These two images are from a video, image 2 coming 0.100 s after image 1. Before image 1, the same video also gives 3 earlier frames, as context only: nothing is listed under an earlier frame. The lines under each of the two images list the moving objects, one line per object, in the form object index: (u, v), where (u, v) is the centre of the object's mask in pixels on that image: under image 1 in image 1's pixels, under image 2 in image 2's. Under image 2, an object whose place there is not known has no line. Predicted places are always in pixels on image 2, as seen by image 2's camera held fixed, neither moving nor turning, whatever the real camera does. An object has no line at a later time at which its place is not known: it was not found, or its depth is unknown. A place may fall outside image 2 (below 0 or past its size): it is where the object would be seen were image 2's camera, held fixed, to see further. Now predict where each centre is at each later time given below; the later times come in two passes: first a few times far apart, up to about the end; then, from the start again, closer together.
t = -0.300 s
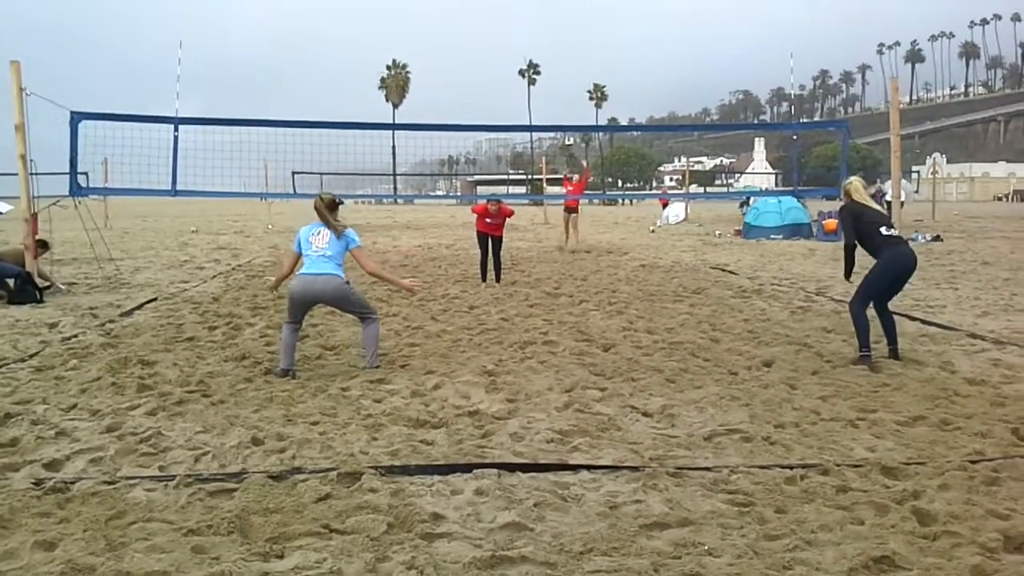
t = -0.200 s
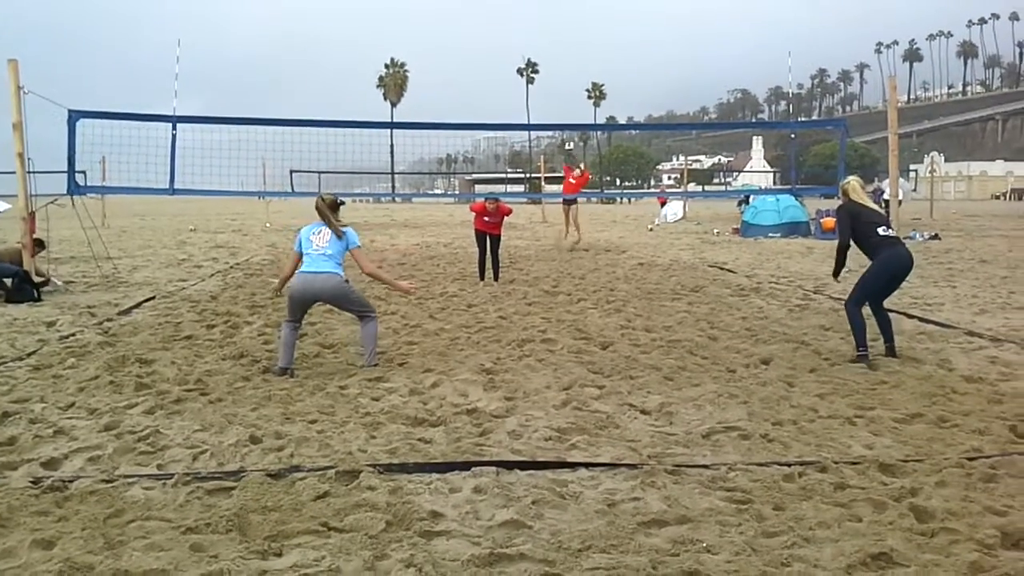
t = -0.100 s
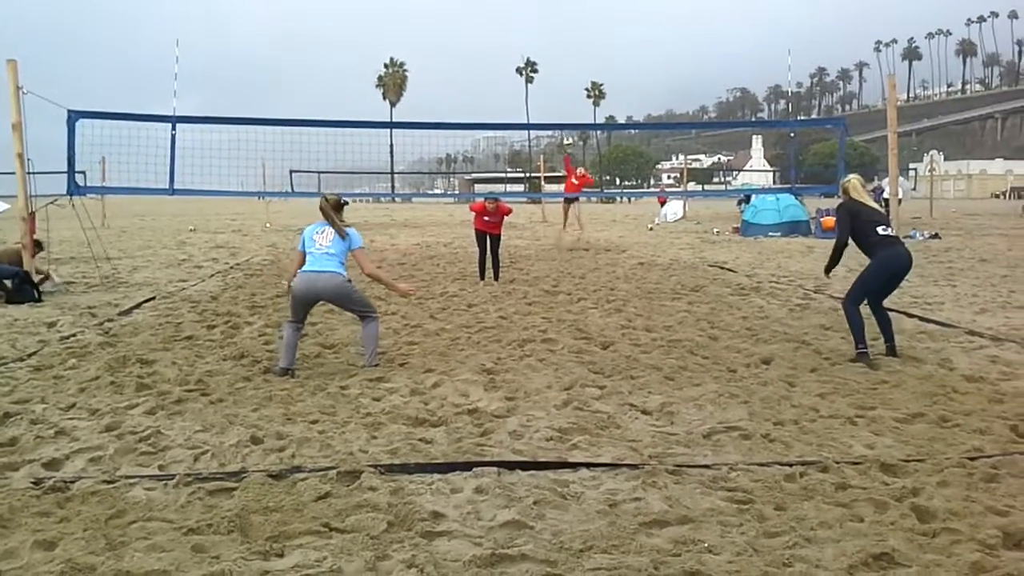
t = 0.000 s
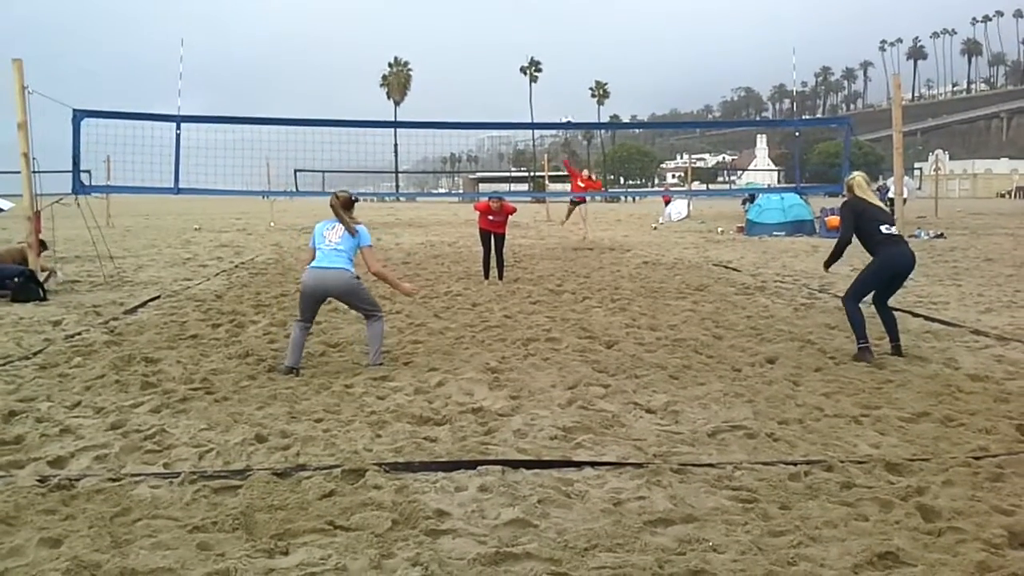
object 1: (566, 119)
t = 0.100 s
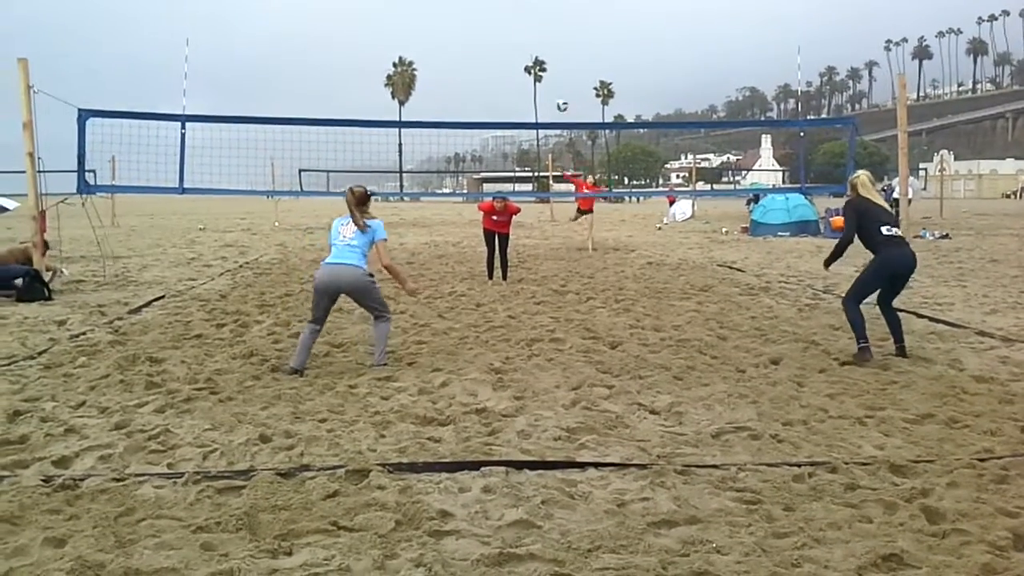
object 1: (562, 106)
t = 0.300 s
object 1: (542, 82)
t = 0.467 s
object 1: (522, 74)
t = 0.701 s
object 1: (492, 93)
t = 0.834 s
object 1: (468, 128)
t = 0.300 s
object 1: (542, 82)
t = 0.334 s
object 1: (538, 78)
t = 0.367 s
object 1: (535, 76)
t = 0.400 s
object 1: (530, 73)
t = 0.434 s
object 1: (526, 74)
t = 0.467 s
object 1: (522, 74)
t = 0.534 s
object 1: (514, 74)
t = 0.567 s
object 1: (510, 76)
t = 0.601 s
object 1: (506, 79)
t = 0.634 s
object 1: (501, 82)
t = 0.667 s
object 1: (497, 87)
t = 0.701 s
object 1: (492, 93)
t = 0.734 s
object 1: (487, 99)
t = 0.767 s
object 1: (481, 108)
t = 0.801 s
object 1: (474, 116)
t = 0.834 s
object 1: (468, 128)
